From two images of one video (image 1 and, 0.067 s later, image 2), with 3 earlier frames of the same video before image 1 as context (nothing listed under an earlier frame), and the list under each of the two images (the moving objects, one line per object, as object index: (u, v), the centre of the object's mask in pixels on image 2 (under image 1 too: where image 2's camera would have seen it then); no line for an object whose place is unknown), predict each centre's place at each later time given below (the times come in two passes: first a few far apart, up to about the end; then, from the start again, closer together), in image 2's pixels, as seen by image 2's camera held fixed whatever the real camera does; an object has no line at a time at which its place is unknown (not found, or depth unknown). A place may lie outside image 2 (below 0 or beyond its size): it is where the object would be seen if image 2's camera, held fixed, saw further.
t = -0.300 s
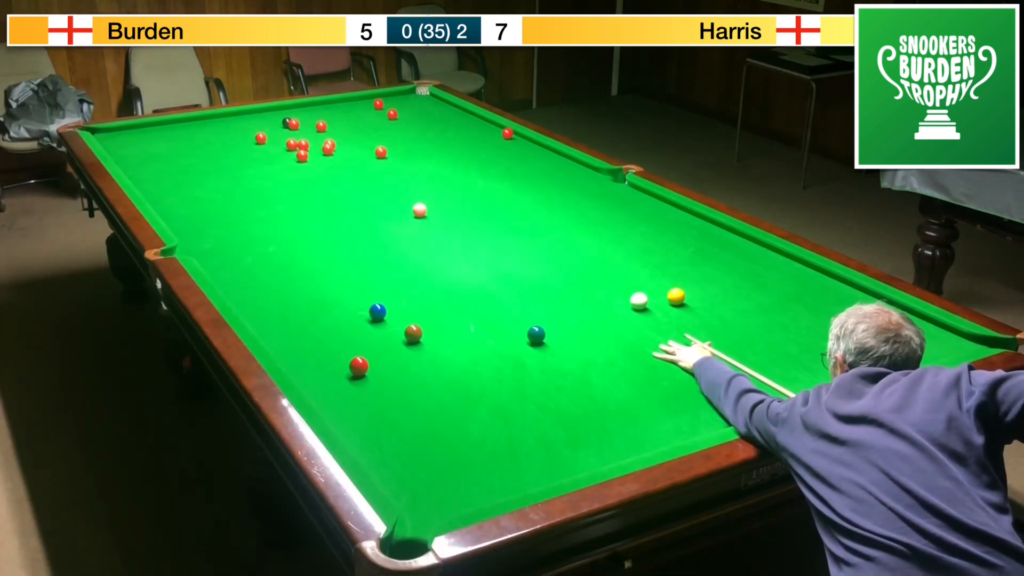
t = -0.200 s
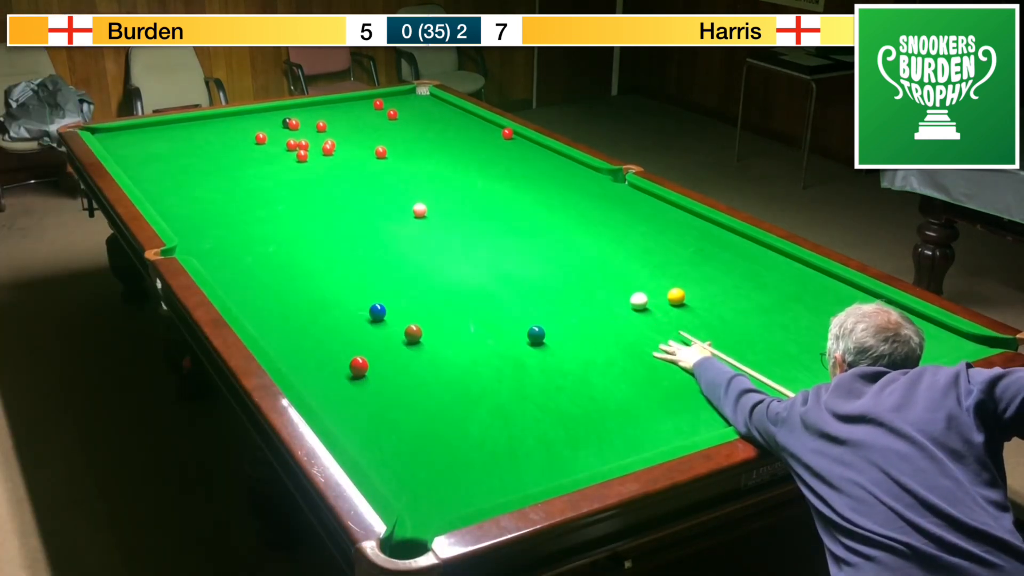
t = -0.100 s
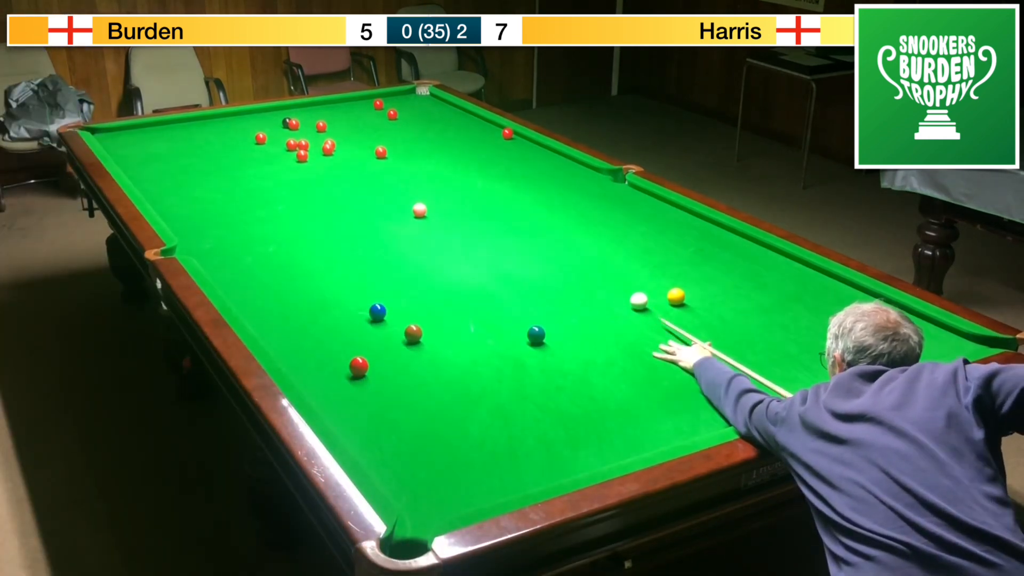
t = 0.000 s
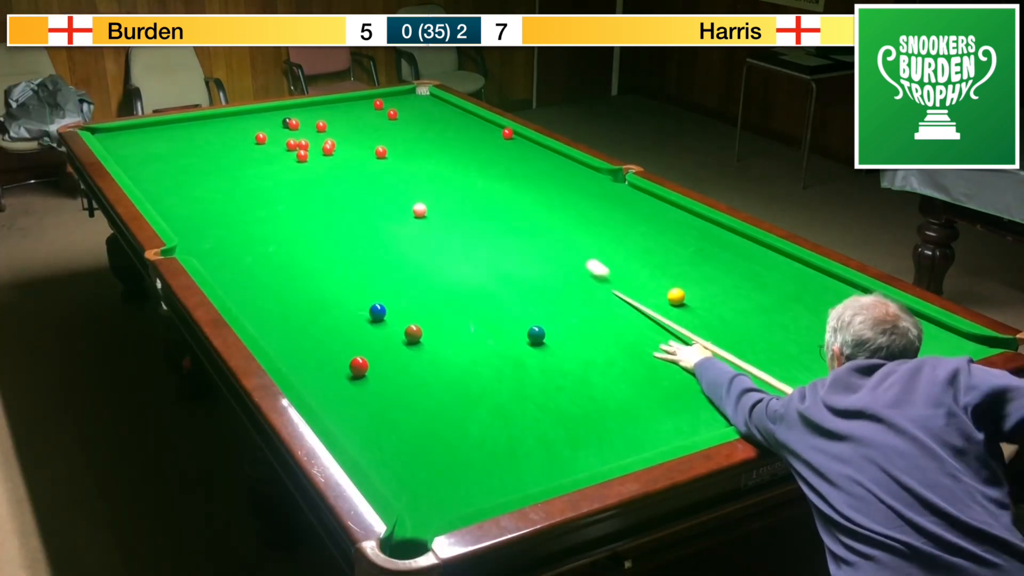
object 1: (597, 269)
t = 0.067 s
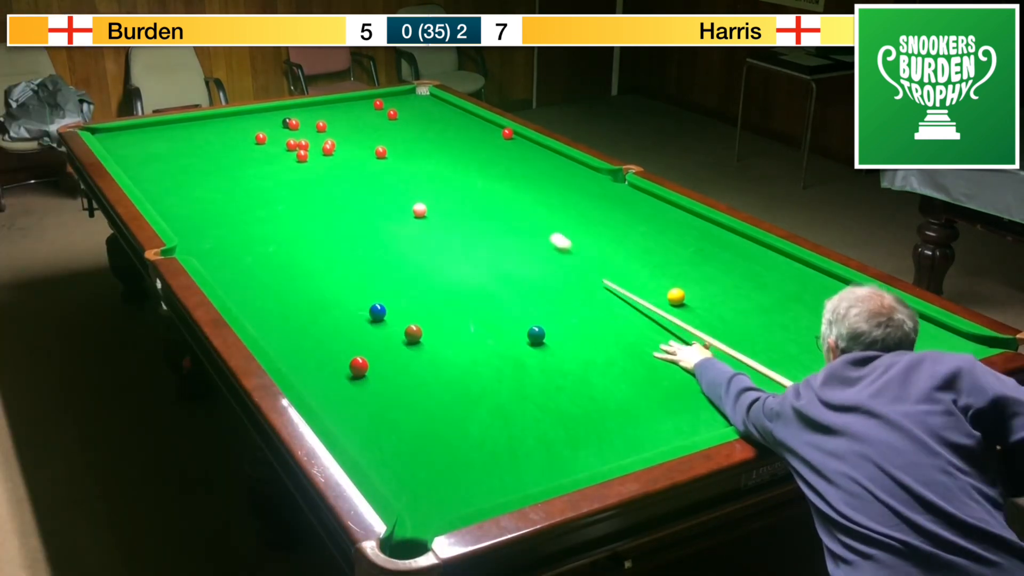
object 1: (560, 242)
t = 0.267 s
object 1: (480, 182)
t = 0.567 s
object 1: (407, 128)
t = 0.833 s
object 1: (365, 115)
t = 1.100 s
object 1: (329, 112)
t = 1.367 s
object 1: (294, 108)
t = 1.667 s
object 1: (267, 113)
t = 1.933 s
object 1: (246, 120)
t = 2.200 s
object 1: (224, 127)
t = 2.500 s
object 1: (200, 136)
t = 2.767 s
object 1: (179, 143)
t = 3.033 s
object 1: (158, 150)
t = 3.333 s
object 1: (135, 158)
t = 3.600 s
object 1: (124, 163)
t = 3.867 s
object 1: (139, 163)
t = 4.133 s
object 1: (152, 164)
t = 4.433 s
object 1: (164, 164)
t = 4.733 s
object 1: (175, 164)
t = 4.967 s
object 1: (179, 165)
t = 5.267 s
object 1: (184, 165)
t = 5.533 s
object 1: (185, 165)
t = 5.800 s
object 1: (185, 165)
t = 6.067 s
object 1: (185, 165)
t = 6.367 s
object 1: (185, 165)
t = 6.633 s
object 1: (185, 165)
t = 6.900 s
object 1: (185, 165)
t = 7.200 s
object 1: (185, 165)
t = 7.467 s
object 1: (185, 165)
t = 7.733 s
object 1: (185, 165)
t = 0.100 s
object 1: (544, 230)
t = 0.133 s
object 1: (529, 219)
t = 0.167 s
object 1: (515, 209)
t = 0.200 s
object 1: (503, 200)
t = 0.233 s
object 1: (491, 191)
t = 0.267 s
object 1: (480, 182)
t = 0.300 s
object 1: (469, 174)
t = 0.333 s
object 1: (460, 167)
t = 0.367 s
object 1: (450, 161)
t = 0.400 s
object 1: (442, 154)
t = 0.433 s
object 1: (434, 148)
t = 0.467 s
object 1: (427, 143)
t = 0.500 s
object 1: (420, 137)
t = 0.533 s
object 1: (413, 132)
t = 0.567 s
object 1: (407, 128)
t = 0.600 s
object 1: (401, 123)
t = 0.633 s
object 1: (395, 119)
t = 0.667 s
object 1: (390, 116)
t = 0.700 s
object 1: (384, 117)
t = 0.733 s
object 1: (379, 116)
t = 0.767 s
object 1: (374, 116)
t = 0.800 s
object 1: (369, 116)
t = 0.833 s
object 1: (365, 115)
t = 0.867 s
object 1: (360, 115)
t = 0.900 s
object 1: (356, 114)
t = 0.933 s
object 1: (351, 114)
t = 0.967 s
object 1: (346, 113)
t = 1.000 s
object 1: (342, 113)
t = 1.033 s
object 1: (337, 112)
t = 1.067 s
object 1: (333, 112)
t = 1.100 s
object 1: (329, 112)
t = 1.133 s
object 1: (324, 111)
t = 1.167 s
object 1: (320, 111)
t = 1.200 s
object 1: (316, 110)
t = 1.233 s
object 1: (311, 110)
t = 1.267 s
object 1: (307, 109)
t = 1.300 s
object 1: (303, 109)
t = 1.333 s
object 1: (299, 108)
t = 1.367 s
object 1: (294, 108)
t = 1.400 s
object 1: (290, 107)
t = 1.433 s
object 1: (286, 107)
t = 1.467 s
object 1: (282, 107)
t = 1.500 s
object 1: (280, 108)
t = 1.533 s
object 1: (277, 109)
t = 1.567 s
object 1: (274, 110)
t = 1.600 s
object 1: (272, 111)
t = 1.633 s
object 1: (269, 112)
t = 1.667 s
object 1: (267, 113)
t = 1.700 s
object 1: (264, 113)
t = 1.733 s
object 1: (261, 114)
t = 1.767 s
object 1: (258, 115)
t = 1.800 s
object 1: (256, 116)
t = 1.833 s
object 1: (253, 117)
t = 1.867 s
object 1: (251, 118)
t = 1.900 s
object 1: (248, 119)
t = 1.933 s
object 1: (246, 120)
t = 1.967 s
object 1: (243, 121)
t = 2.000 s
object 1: (240, 122)
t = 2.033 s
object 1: (237, 123)
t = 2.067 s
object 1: (235, 124)
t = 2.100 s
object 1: (232, 124)
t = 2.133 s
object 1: (229, 125)
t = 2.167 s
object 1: (227, 126)
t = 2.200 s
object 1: (224, 127)
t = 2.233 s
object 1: (221, 128)
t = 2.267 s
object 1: (219, 129)
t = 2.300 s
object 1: (216, 130)
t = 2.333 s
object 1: (213, 131)
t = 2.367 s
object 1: (210, 132)
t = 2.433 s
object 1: (206, 134)
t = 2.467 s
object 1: (203, 135)
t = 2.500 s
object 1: (200, 136)
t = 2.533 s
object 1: (197, 137)
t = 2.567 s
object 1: (195, 137)
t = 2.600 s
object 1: (192, 138)
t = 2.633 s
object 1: (189, 139)
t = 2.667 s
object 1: (187, 140)
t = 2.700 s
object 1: (184, 141)
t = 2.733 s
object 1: (181, 142)
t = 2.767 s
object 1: (179, 143)
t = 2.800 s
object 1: (176, 144)
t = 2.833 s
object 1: (173, 145)
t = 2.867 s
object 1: (171, 146)
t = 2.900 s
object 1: (169, 146)
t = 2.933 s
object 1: (166, 147)
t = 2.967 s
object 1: (163, 148)
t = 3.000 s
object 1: (161, 149)
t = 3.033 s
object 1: (158, 150)
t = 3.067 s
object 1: (156, 151)
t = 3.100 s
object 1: (153, 152)
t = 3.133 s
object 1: (150, 153)
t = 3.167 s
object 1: (148, 153)
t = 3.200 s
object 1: (145, 154)
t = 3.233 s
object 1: (143, 155)
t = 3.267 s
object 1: (140, 156)
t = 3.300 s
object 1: (138, 157)
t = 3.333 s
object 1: (135, 158)
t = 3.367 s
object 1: (133, 158)
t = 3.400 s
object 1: (130, 159)
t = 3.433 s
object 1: (128, 160)
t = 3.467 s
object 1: (126, 161)
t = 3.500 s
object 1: (123, 161)
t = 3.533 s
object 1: (121, 162)
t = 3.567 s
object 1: (122, 162)
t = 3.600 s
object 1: (124, 163)
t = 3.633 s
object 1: (125, 163)
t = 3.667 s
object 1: (127, 163)
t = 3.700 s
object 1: (129, 163)
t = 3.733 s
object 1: (131, 163)
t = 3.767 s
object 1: (133, 163)
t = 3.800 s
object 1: (135, 163)
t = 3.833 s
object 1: (137, 163)
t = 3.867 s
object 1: (139, 163)
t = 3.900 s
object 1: (140, 164)
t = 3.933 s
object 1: (142, 163)
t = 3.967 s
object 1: (144, 163)
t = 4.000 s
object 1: (145, 163)
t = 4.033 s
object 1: (147, 164)
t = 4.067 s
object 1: (149, 164)
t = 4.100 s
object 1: (150, 164)
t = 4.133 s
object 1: (152, 164)
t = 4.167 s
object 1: (153, 164)
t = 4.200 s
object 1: (155, 164)
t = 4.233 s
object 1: (156, 164)
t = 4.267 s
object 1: (157, 164)
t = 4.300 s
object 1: (159, 164)
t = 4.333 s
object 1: (160, 164)
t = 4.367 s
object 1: (161, 164)
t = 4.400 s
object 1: (163, 164)
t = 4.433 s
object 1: (164, 164)
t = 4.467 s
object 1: (165, 164)
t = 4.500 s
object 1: (166, 164)
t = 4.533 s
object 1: (164, 161)
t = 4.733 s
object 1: (175, 164)
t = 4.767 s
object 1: (175, 164)
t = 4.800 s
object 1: (175, 164)
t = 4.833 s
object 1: (176, 164)
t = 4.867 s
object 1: (177, 165)
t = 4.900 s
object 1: (178, 164)
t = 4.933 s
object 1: (179, 165)
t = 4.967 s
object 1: (179, 165)
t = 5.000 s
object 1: (180, 165)
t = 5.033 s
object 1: (180, 165)
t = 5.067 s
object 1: (181, 165)
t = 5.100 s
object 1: (182, 165)
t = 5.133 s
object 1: (182, 165)
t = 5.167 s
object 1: (183, 165)
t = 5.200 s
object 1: (183, 165)
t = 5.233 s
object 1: (183, 165)
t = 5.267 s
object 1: (184, 165)
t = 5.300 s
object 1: (184, 165)
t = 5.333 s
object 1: (185, 165)
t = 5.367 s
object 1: (185, 165)
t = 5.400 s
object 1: (185, 165)
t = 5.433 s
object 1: (185, 165)
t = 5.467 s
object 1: (185, 165)
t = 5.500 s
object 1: (185, 165)
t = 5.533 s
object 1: (185, 165)
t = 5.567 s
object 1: (185, 165)
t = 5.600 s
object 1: (185, 165)
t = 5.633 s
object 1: (185, 165)
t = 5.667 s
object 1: (185, 165)
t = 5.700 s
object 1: (185, 165)
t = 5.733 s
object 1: (185, 165)
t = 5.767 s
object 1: (185, 165)
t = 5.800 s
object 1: (185, 165)
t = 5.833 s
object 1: (185, 165)
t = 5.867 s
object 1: (185, 165)
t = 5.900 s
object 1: (185, 165)
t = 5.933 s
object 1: (185, 165)
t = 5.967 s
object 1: (185, 165)
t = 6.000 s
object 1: (185, 165)
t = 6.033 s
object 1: (185, 165)
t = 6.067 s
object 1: (185, 165)
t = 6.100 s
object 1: (185, 165)
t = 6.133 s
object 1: (185, 165)
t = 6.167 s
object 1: (186, 165)
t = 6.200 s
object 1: (185, 165)
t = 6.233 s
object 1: (185, 165)
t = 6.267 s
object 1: (185, 165)
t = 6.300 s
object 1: (185, 165)
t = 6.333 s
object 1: (185, 165)
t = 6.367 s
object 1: (185, 165)
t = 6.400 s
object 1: (185, 165)
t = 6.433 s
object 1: (185, 165)
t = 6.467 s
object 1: (185, 165)
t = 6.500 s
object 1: (185, 165)
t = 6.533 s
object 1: (185, 165)
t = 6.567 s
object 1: (185, 165)
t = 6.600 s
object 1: (185, 165)
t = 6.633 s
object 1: (185, 165)
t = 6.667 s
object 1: (185, 165)
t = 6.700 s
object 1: (185, 165)
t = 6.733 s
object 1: (185, 165)
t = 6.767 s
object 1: (185, 165)
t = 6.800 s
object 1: (185, 165)
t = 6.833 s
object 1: (186, 165)
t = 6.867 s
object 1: (185, 165)
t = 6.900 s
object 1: (185, 165)
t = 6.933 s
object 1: (185, 165)
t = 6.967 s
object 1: (185, 165)
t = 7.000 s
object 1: (185, 165)
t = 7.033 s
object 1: (185, 165)
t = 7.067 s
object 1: (185, 165)
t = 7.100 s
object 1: (185, 165)
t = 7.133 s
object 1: (185, 165)
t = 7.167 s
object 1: (185, 165)
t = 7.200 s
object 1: (185, 165)
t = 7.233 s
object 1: (185, 165)
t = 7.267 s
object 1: (185, 165)
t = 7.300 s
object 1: (185, 165)
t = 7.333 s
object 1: (185, 165)
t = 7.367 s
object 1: (185, 165)
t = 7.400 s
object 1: (185, 165)
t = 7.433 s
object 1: (185, 165)
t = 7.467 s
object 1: (185, 165)
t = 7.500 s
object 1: (185, 165)
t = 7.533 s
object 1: (185, 165)
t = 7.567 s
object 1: (185, 165)
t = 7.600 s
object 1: (185, 165)
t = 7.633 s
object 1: (185, 165)
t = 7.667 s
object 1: (185, 165)
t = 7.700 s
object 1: (185, 165)
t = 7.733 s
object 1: (185, 165)
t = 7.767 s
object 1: (185, 165)
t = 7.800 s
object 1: (185, 165)
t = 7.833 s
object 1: (185, 165)
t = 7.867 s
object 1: (185, 165)
